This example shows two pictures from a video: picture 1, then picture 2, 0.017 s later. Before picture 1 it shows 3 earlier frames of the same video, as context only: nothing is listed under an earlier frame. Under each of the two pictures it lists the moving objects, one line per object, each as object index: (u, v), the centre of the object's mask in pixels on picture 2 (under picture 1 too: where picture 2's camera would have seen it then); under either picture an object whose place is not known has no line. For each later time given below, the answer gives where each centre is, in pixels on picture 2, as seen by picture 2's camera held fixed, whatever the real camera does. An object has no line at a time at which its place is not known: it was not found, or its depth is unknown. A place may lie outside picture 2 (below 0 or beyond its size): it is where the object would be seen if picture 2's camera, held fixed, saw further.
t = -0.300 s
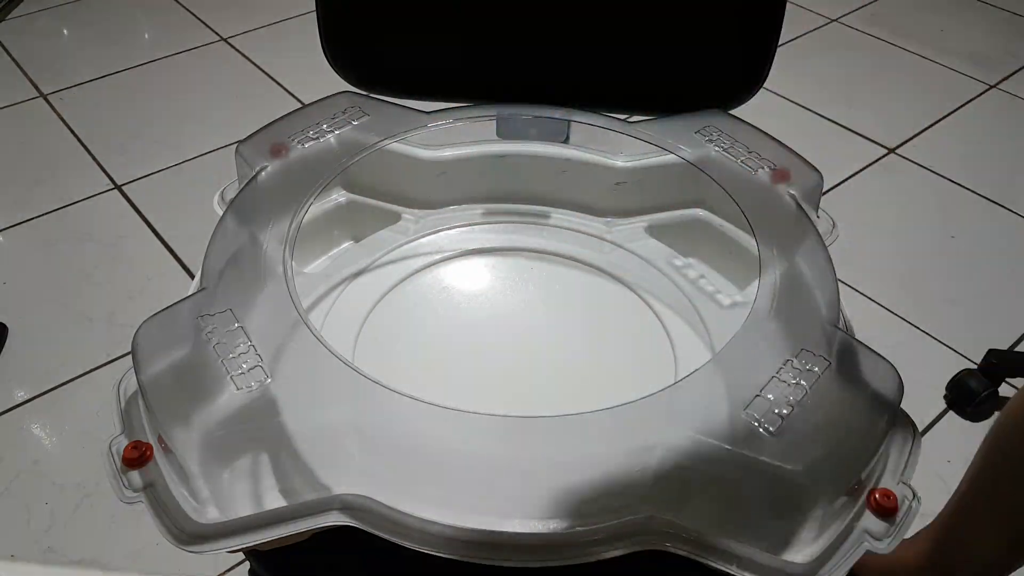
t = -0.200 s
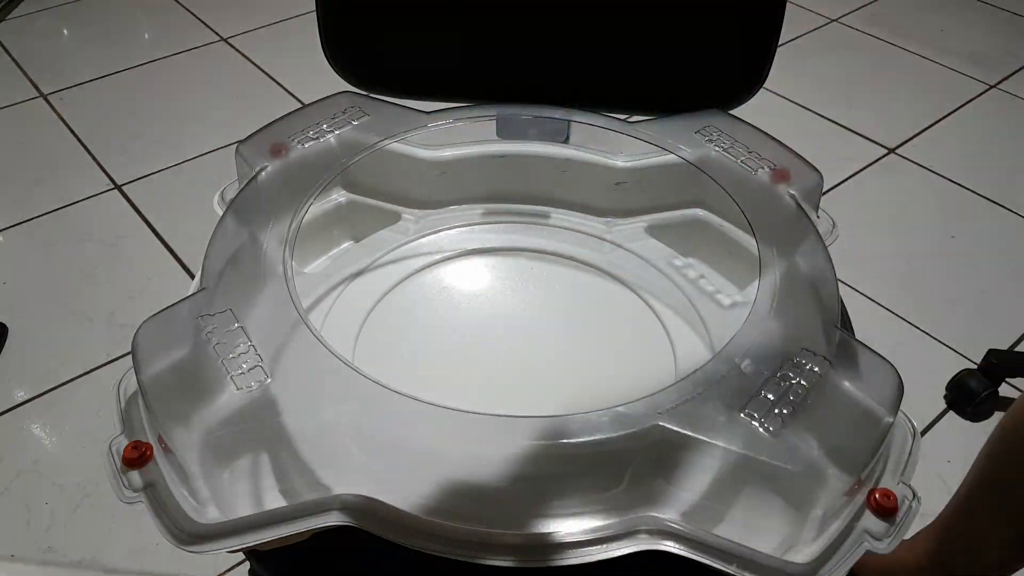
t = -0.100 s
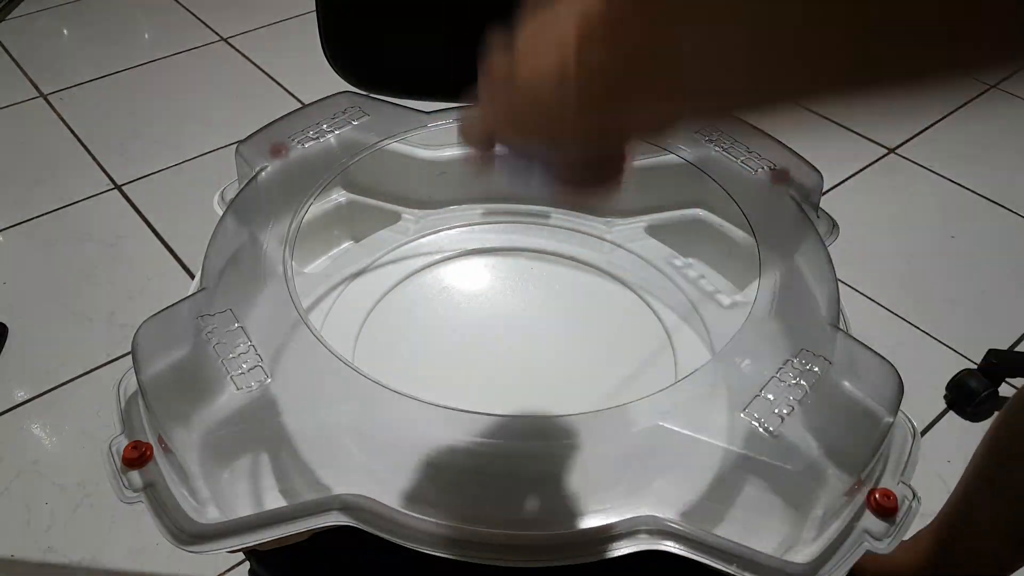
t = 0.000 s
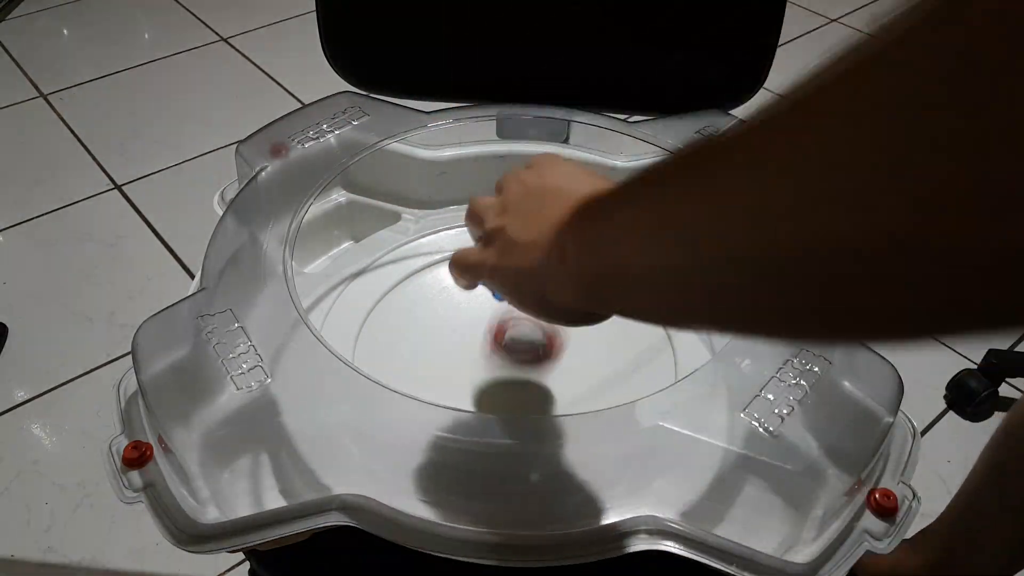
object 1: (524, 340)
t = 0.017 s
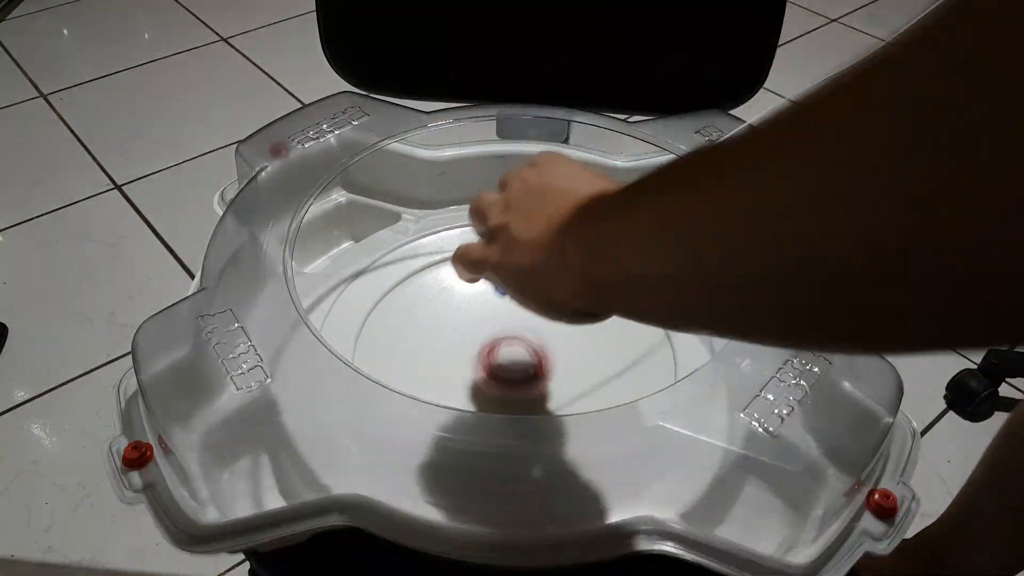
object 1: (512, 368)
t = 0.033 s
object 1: (507, 364)
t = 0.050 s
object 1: (501, 359)
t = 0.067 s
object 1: (494, 356)
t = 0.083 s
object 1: (488, 354)
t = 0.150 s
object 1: (469, 348)
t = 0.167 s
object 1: (465, 346)
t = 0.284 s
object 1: (461, 343)
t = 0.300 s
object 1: (462, 343)
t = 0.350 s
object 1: (467, 345)
